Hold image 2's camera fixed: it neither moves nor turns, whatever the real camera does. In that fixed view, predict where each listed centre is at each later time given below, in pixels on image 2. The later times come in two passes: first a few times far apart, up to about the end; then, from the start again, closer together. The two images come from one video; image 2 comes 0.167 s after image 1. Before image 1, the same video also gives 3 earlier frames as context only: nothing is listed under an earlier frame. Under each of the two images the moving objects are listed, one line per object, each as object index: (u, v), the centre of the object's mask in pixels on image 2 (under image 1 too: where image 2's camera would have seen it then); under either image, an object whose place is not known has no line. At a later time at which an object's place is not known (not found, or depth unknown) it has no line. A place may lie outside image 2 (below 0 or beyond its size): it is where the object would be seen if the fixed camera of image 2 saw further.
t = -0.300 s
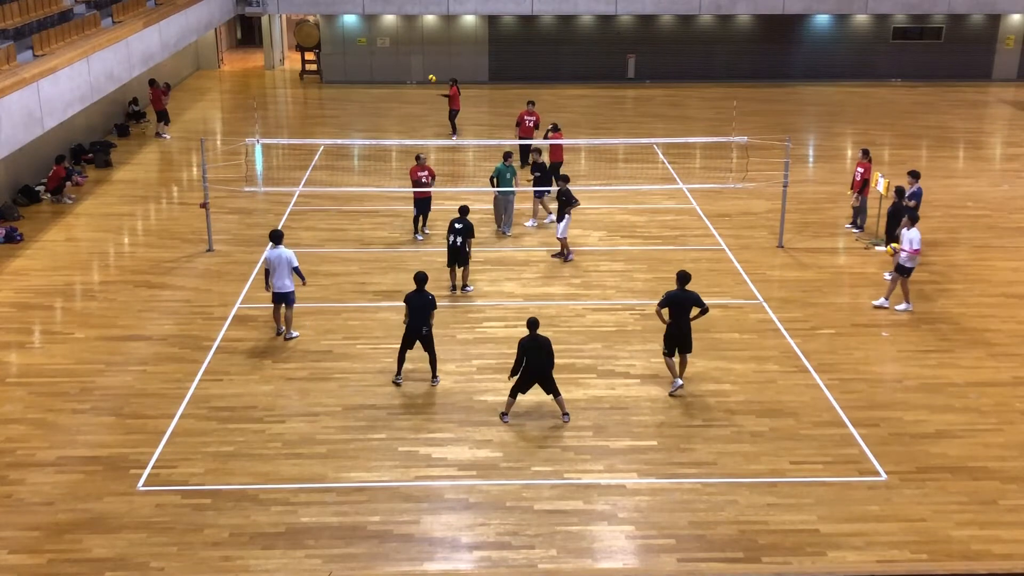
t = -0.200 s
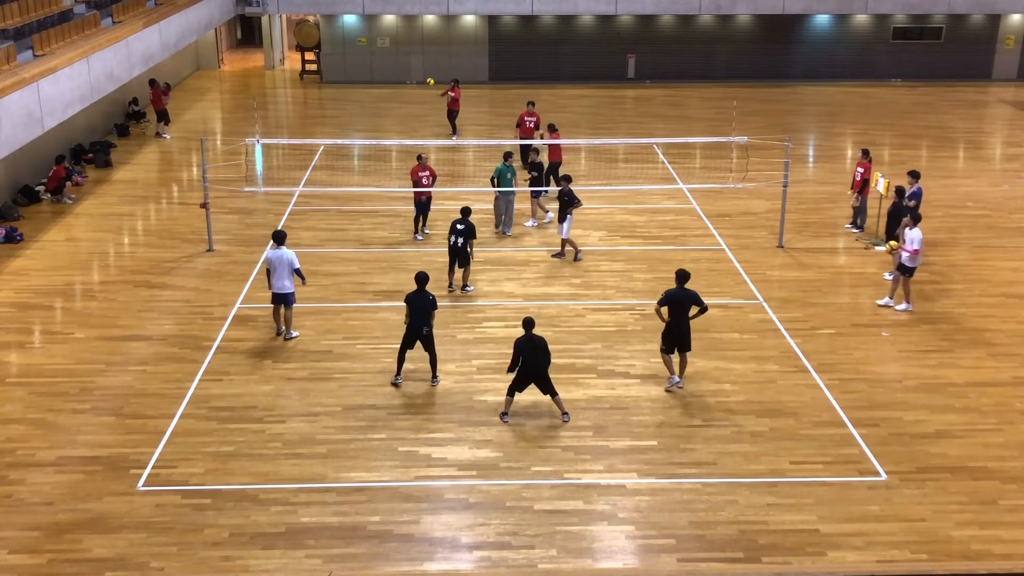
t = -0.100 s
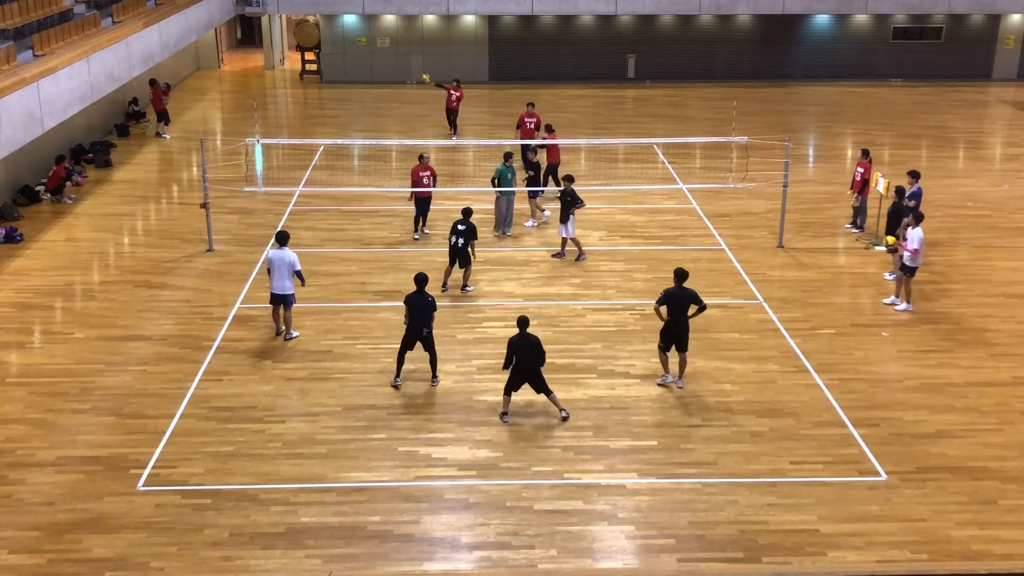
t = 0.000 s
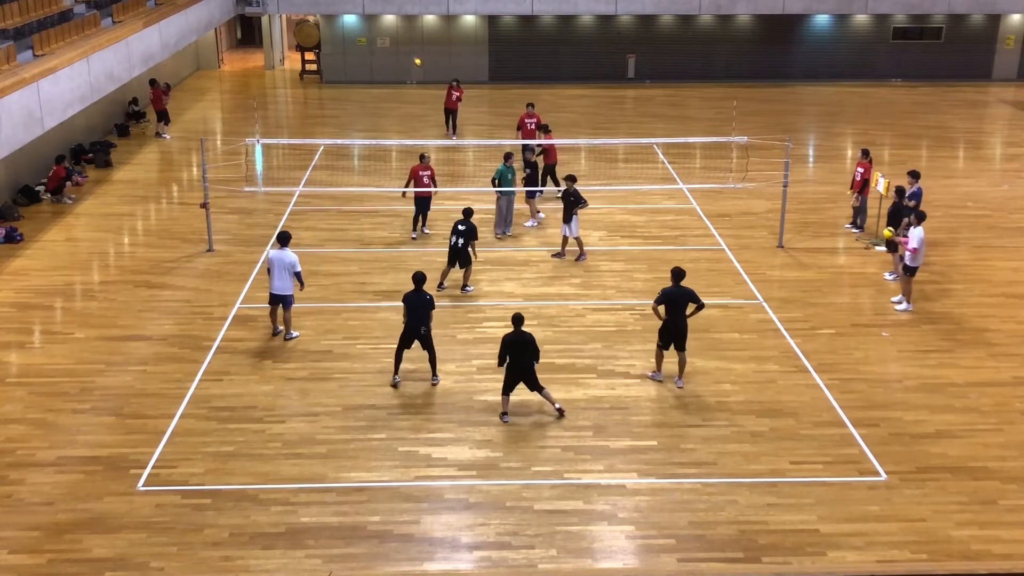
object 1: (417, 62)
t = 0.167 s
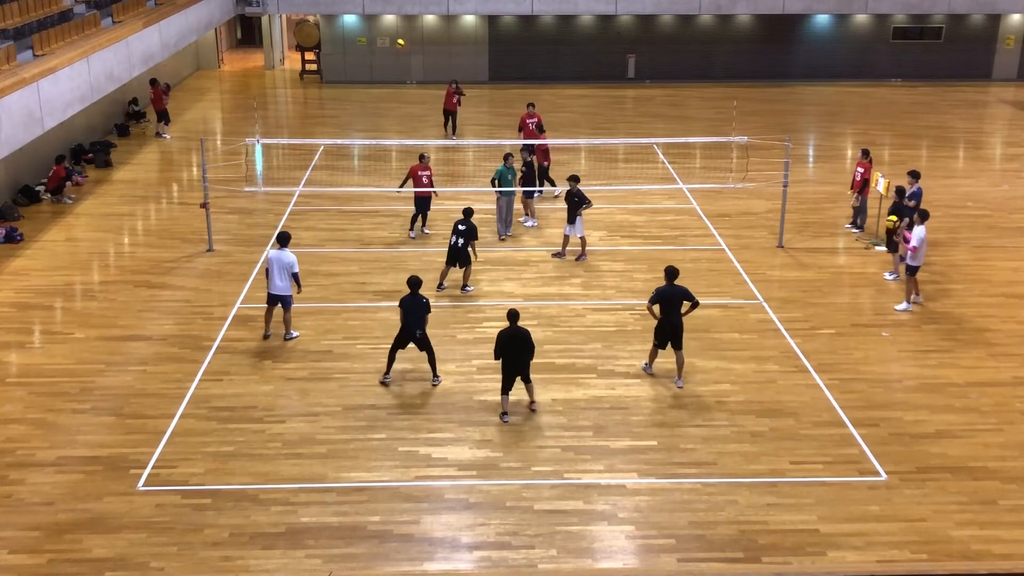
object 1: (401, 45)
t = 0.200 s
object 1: (396, 41)
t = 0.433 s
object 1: (367, 37)
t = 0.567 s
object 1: (349, 48)
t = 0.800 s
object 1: (313, 92)
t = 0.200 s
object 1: (396, 41)
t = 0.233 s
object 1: (392, 39)
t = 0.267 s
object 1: (389, 38)
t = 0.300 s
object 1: (384, 35)
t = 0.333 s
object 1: (381, 35)
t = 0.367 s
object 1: (376, 35)
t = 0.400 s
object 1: (372, 36)
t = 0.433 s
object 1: (367, 37)
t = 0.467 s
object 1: (362, 39)
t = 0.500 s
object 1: (359, 41)
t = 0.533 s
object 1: (354, 44)
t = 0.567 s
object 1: (349, 48)
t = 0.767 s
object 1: (319, 85)
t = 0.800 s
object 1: (313, 92)
